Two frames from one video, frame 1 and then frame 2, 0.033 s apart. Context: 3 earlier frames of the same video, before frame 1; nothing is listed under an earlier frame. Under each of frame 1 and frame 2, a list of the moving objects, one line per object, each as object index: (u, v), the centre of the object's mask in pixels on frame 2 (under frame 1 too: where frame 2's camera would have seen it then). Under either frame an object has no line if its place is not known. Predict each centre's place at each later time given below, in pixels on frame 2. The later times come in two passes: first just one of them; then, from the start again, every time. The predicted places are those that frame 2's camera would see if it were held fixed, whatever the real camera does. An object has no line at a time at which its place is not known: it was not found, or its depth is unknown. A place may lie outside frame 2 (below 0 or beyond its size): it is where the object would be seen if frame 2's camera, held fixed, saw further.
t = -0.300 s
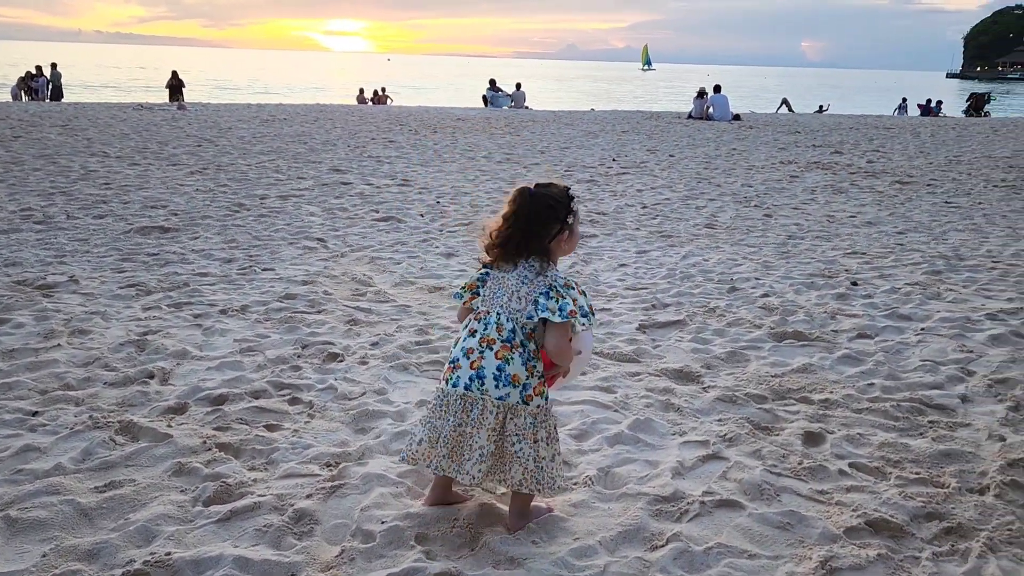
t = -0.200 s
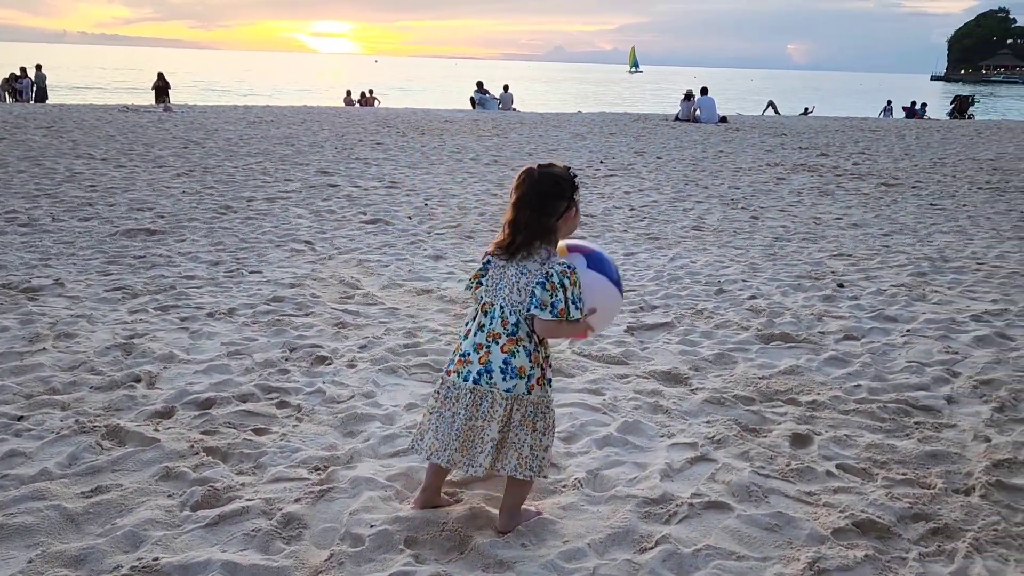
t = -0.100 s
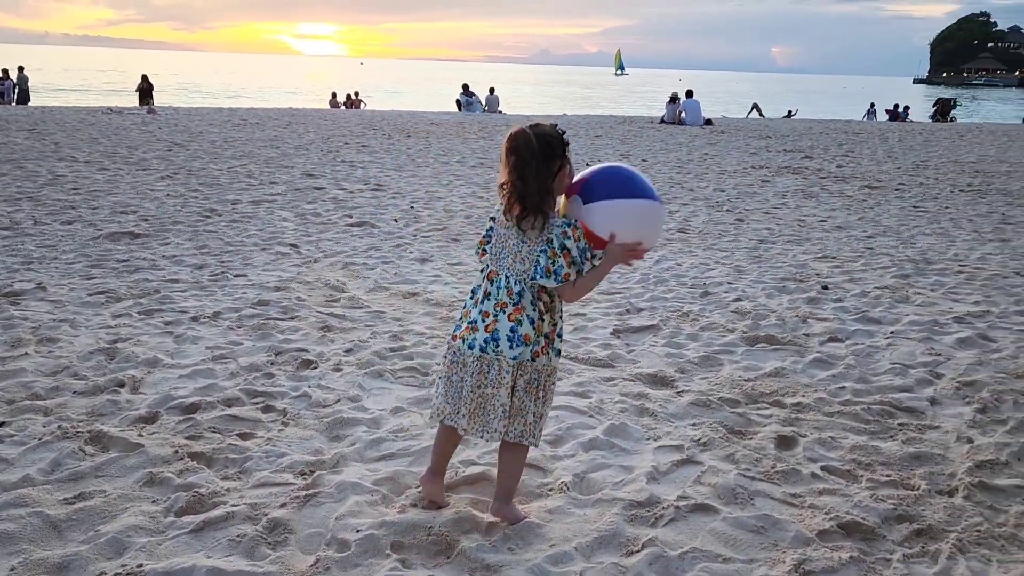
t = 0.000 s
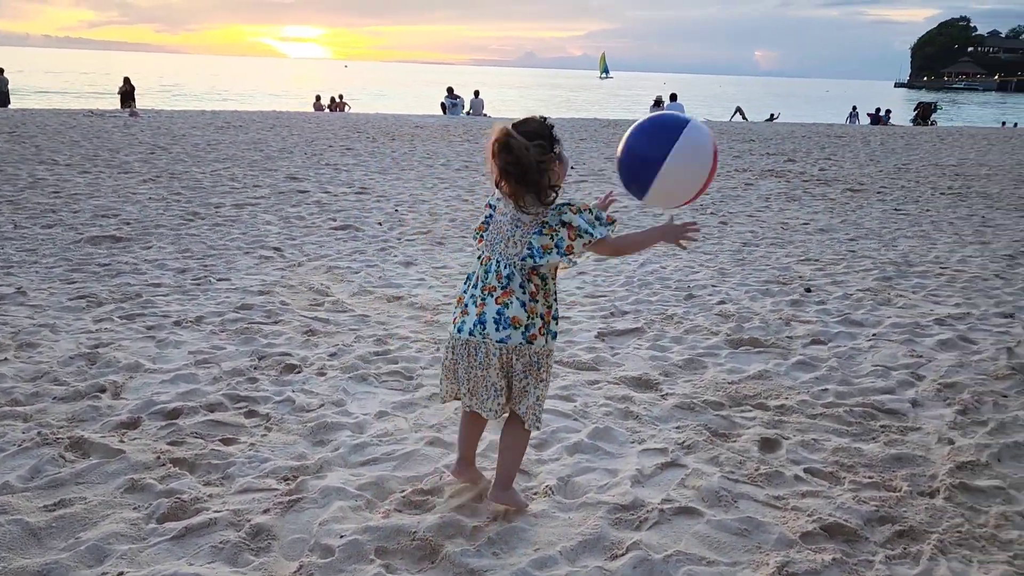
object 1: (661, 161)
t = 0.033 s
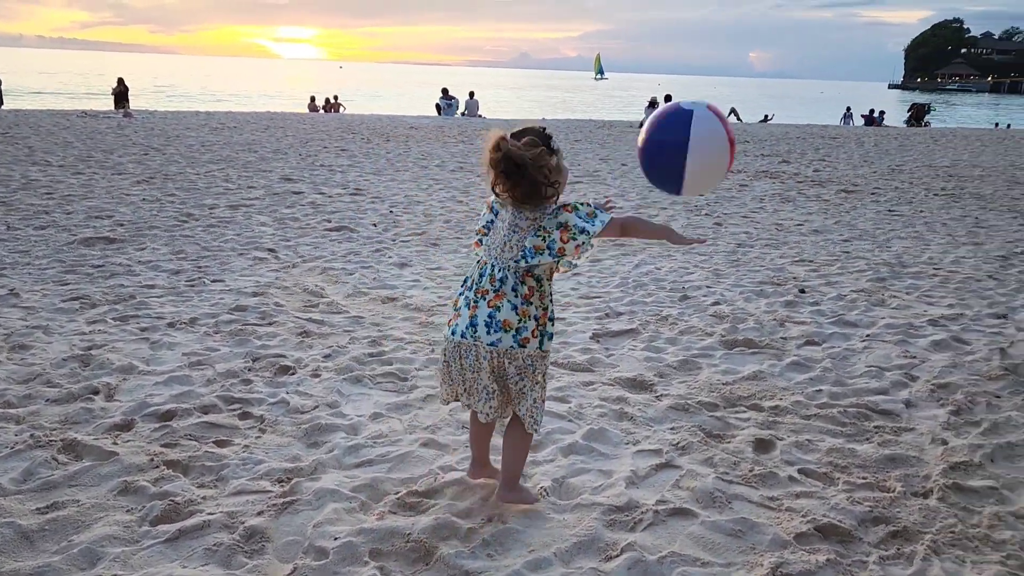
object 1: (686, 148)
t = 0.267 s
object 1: (805, 139)
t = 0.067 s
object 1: (710, 137)
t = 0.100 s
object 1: (731, 130)
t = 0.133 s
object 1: (750, 126)
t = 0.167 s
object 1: (766, 125)
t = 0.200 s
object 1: (781, 127)
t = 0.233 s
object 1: (793, 132)
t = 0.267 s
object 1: (805, 139)
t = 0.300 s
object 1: (816, 148)
